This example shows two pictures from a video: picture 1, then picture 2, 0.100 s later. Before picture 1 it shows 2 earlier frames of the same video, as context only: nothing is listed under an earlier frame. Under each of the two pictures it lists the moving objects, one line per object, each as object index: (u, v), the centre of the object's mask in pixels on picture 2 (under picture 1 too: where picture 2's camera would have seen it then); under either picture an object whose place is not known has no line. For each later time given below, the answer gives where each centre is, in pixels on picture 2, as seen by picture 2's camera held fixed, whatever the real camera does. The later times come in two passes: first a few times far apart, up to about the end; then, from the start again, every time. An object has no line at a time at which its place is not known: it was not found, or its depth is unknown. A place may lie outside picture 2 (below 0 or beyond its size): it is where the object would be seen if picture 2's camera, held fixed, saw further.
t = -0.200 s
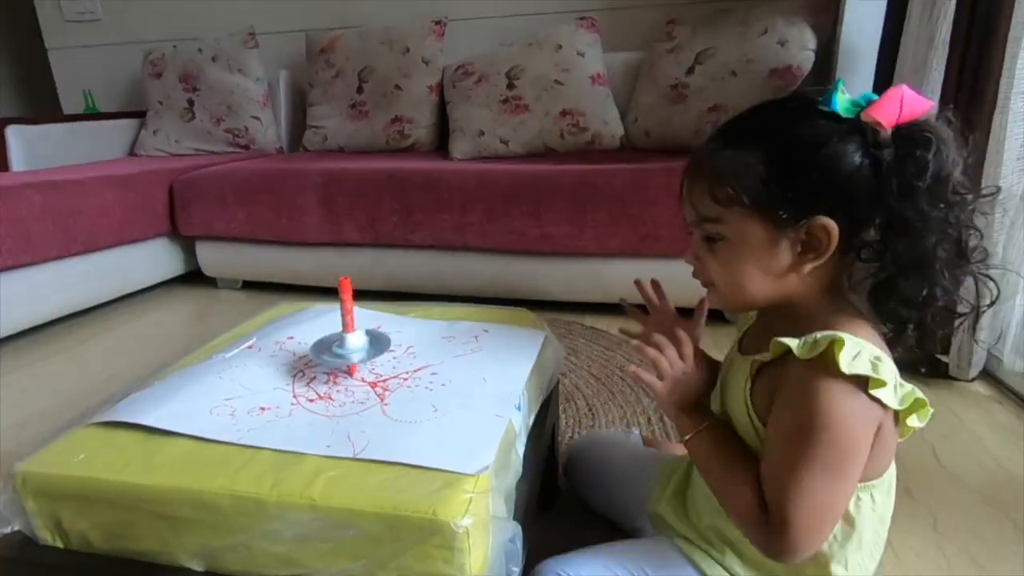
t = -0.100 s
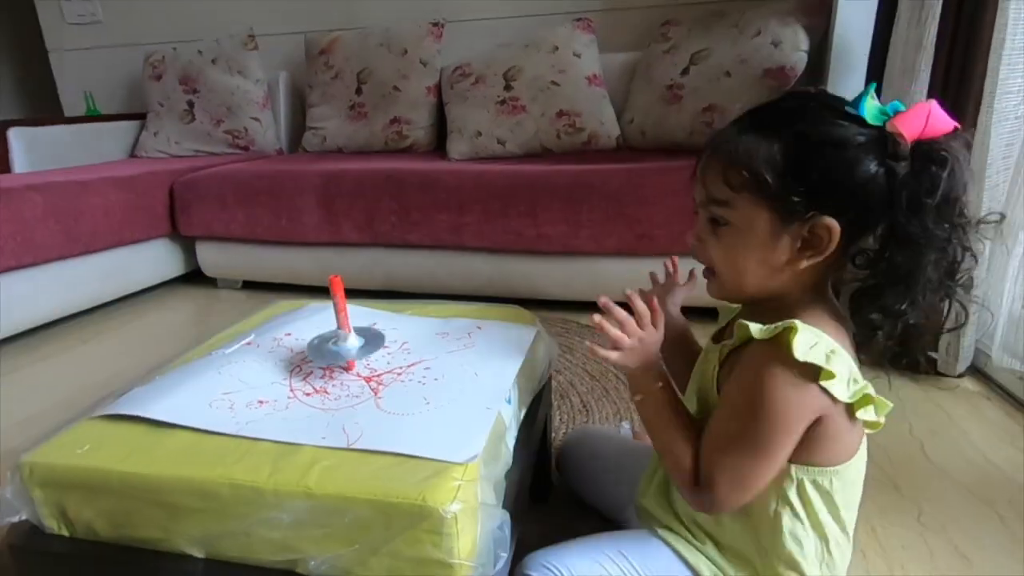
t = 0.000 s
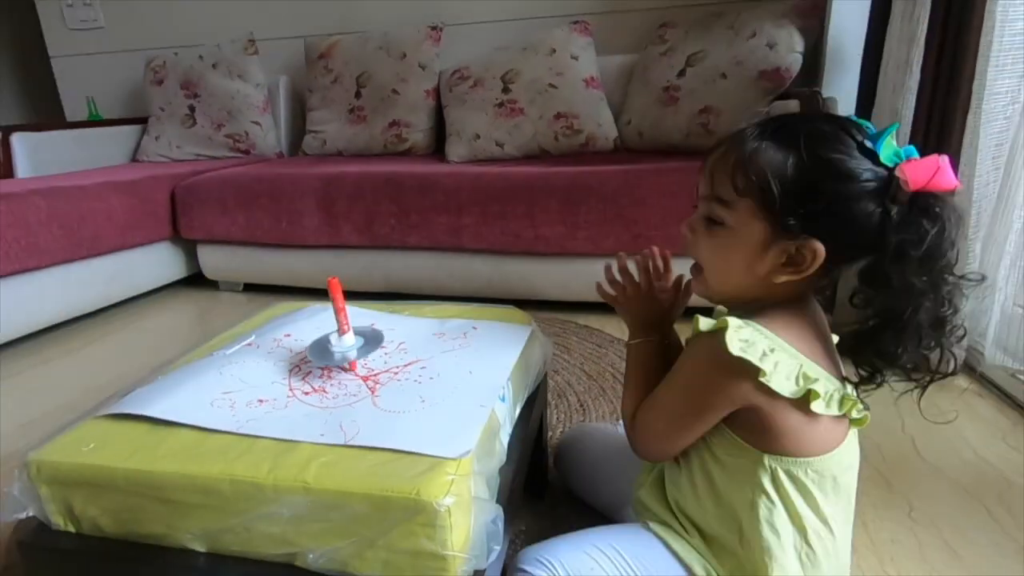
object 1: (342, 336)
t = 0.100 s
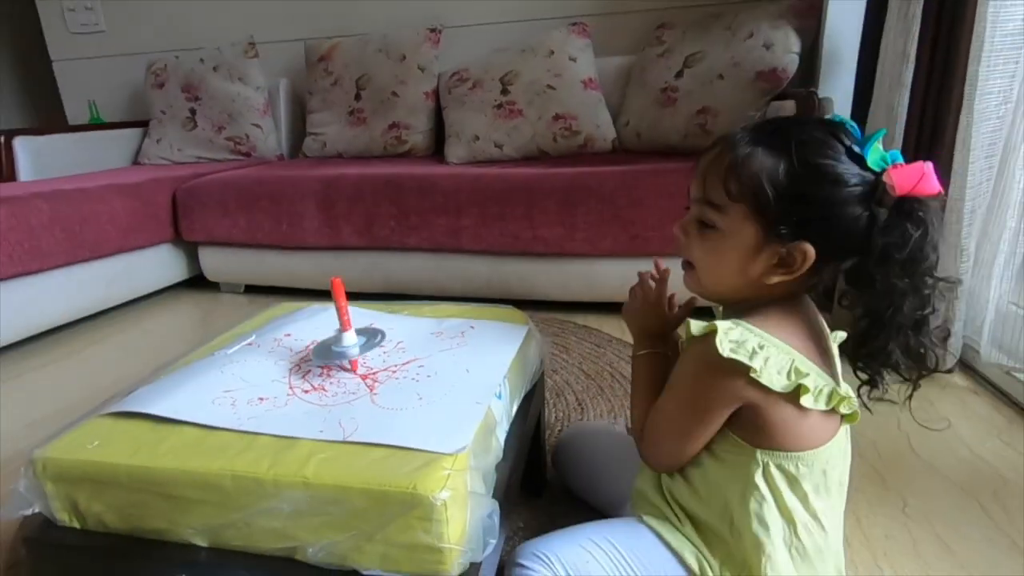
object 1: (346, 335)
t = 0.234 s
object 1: (352, 335)
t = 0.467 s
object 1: (356, 340)
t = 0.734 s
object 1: (362, 338)
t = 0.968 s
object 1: (365, 342)
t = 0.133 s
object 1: (347, 335)
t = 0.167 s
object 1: (349, 334)
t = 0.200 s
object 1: (350, 334)
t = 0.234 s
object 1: (352, 335)
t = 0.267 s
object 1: (353, 336)
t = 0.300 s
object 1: (354, 335)
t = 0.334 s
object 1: (354, 337)
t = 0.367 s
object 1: (355, 338)
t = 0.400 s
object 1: (355, 337)
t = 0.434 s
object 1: (356, 338)
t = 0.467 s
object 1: (356, 340)
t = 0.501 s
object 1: (357, 338)
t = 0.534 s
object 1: (357, 338)
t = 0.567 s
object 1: (358, 339)
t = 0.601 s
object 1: (359, 340)
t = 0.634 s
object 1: (360, 338)
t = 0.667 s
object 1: (360, 340)
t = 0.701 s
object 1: (361, 340)
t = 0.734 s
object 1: (362, 338)
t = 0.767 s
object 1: (362, 340)
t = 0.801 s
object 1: (363, 341)
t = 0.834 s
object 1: (364, 339)
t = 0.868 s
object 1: (364, 340)
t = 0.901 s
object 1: (364, 342)
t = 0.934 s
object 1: (365, 340)
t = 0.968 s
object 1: (365, 342)
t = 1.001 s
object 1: (364, 342)
